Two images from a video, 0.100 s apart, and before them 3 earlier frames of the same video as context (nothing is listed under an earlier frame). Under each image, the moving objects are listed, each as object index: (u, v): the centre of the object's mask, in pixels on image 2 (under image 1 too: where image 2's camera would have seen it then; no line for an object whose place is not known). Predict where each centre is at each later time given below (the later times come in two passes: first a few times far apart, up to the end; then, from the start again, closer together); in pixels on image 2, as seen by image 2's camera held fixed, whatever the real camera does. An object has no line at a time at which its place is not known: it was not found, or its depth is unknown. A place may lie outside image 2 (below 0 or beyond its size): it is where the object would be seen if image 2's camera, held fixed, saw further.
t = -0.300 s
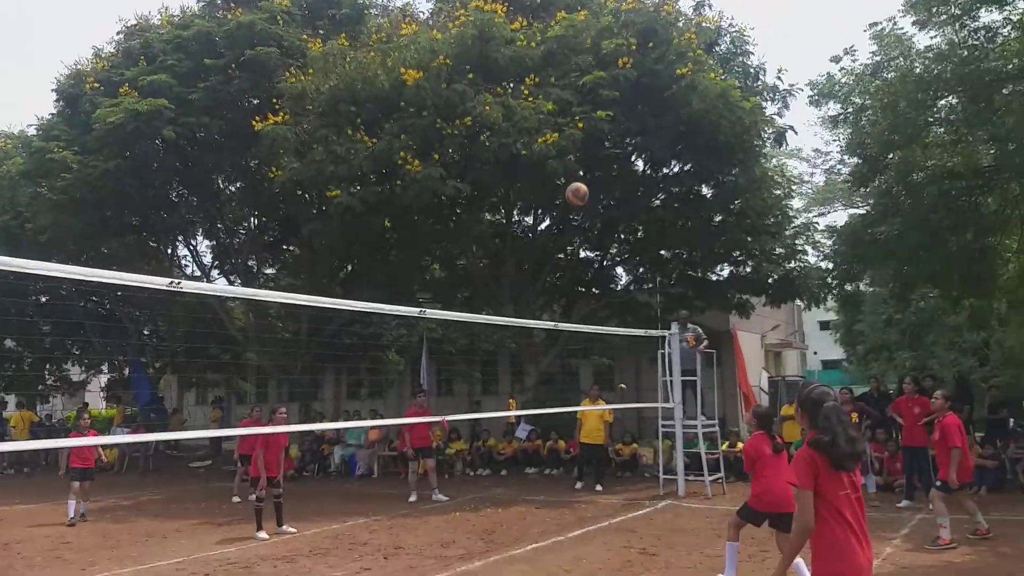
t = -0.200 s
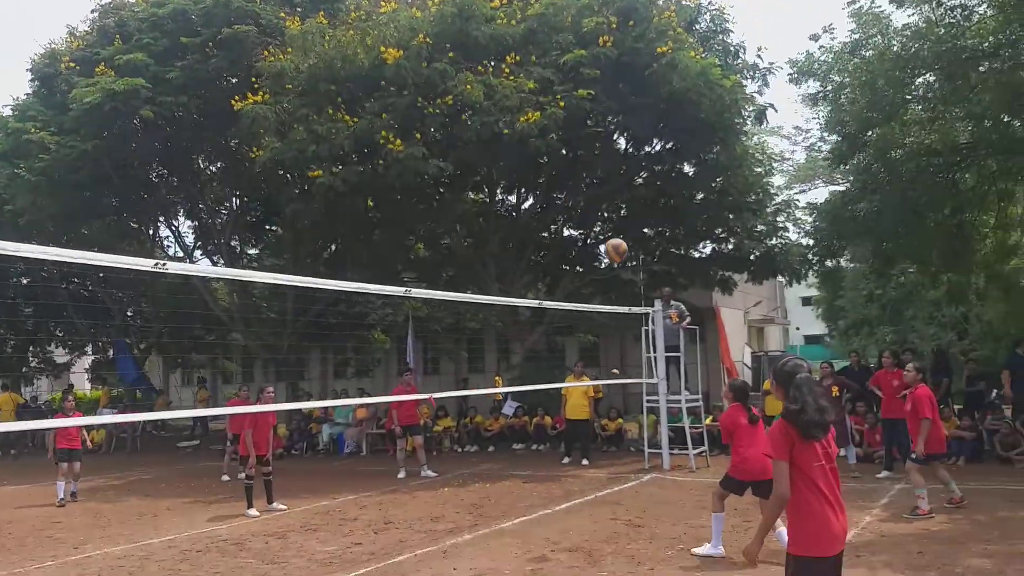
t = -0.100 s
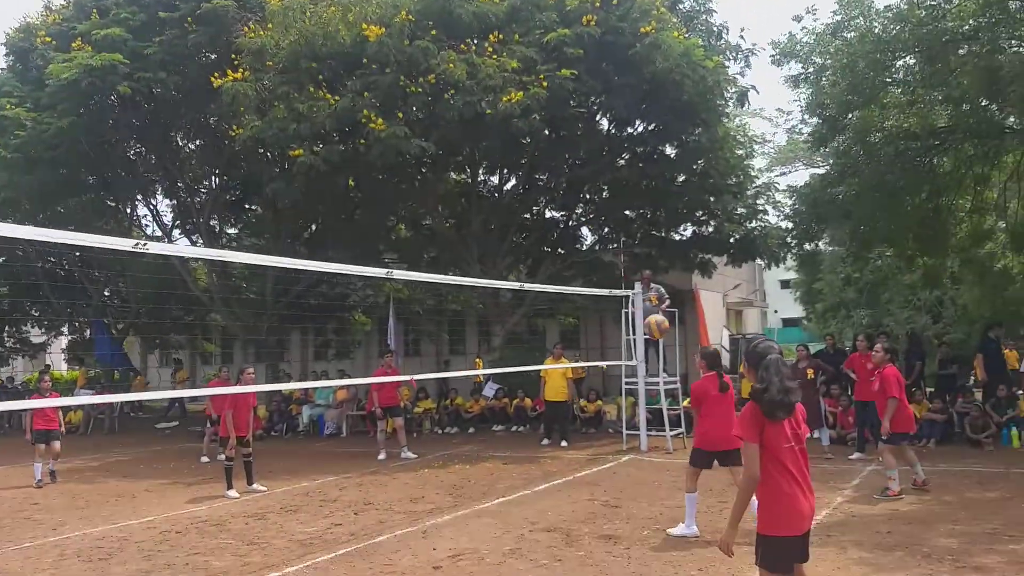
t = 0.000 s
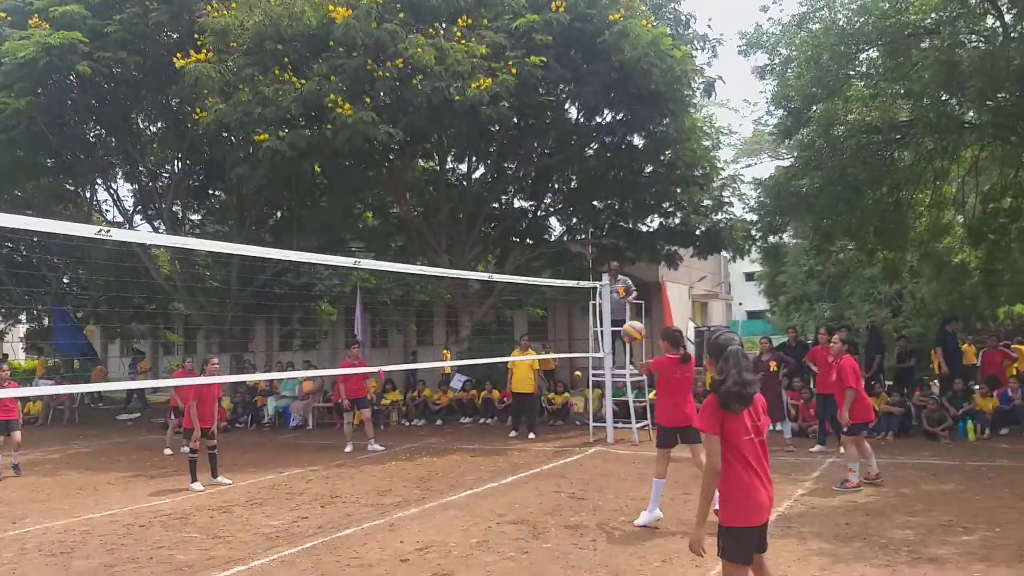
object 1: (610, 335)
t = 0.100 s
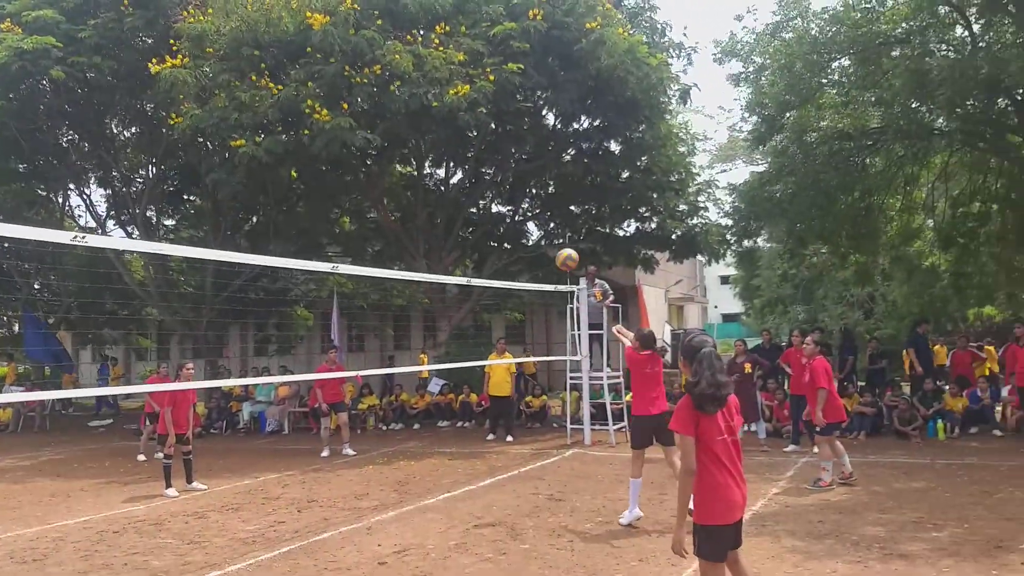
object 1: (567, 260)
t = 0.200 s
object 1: (529, 200)
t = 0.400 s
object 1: (461, 120)
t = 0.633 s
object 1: (395, 85)
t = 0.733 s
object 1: (370, 83)
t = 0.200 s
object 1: (529, 200)
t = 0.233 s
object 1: (516, 182)
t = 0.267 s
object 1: (503, 168)
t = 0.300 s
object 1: (493, 154)
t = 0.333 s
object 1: (482, 140)
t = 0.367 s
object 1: (471, 130)
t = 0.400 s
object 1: (461, 120)
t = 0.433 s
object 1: (449, 110)
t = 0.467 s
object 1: (439, 105)
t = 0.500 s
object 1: (431, 98)
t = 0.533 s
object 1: (422, 93)
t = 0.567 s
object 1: (412, 90)
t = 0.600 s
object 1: (402, 86)
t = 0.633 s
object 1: (395, 85)
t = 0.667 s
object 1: (389, 83)
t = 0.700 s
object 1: (380, 83)
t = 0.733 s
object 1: (370, 83)
